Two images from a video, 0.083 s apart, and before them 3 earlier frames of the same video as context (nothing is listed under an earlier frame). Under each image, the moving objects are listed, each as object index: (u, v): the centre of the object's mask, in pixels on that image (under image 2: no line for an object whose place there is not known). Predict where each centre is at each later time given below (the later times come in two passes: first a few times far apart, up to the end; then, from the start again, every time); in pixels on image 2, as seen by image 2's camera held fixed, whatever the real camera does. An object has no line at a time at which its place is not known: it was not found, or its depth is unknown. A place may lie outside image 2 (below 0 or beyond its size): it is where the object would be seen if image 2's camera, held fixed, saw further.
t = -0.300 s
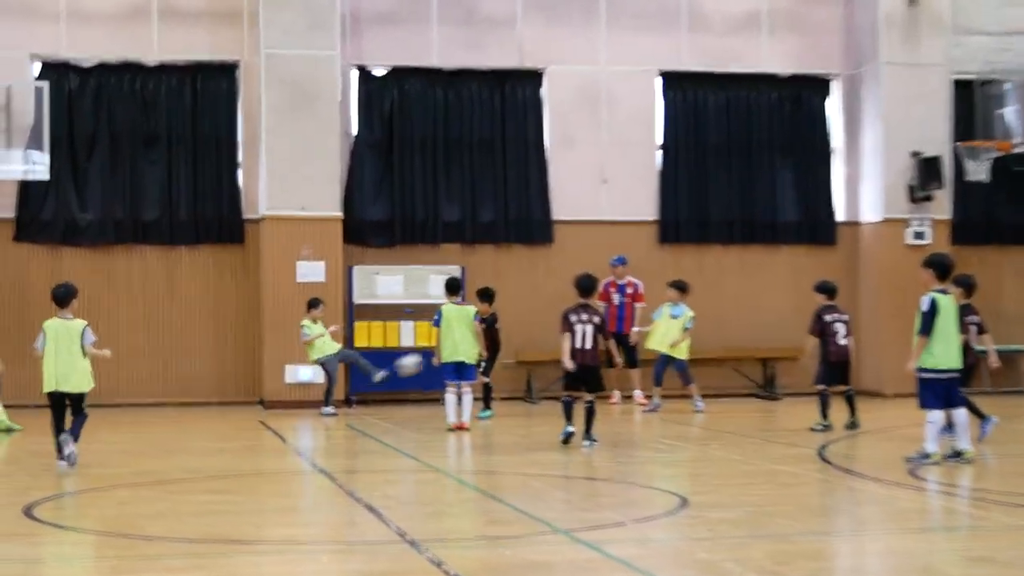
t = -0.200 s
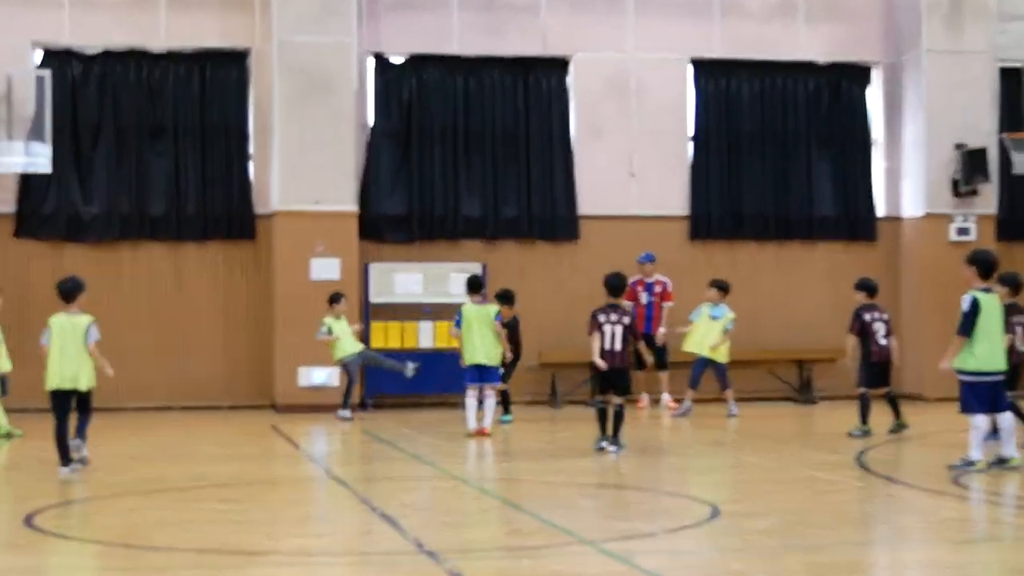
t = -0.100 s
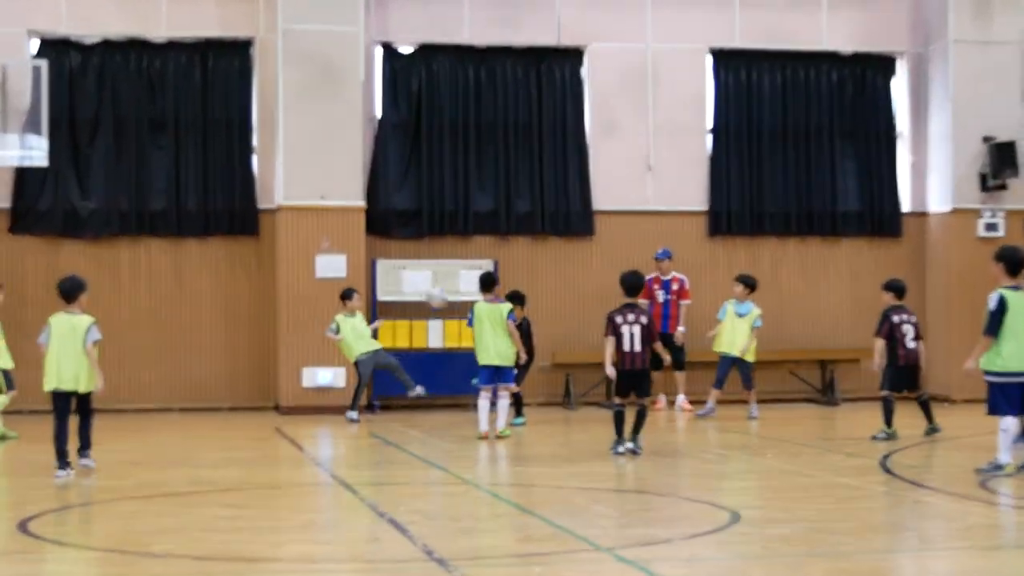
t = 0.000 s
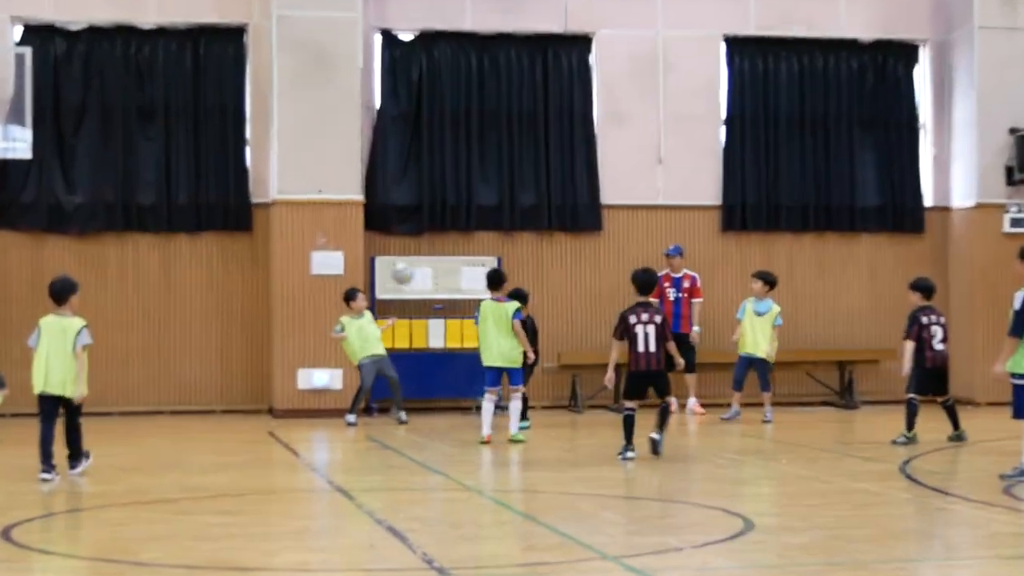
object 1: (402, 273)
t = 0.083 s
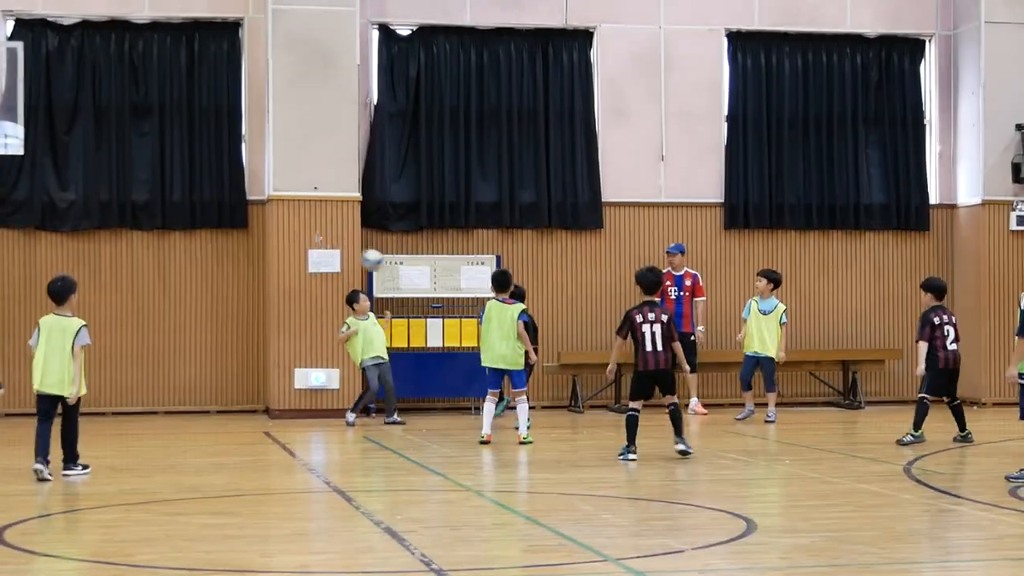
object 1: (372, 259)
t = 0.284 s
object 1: (307, 261)
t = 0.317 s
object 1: (301, 268)
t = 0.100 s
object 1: (367, 258)
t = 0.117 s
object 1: (361, 257)
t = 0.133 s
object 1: (355, 256)
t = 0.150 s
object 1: (350, 256)
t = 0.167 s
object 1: (345, 256)
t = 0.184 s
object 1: (339, 256)
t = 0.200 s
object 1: (334, 256)
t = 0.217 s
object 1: (328, 257)
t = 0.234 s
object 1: (322, 258)
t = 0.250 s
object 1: (317, 259)
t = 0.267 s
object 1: (312, 260)
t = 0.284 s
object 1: (307, 261)
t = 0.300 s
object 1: (304, 265)
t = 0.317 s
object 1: (301, 268)
